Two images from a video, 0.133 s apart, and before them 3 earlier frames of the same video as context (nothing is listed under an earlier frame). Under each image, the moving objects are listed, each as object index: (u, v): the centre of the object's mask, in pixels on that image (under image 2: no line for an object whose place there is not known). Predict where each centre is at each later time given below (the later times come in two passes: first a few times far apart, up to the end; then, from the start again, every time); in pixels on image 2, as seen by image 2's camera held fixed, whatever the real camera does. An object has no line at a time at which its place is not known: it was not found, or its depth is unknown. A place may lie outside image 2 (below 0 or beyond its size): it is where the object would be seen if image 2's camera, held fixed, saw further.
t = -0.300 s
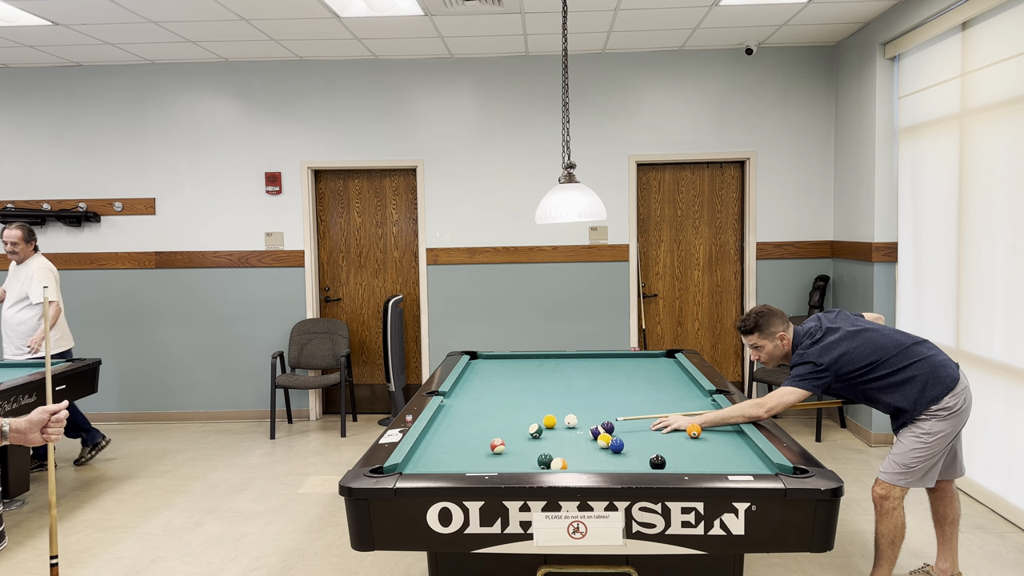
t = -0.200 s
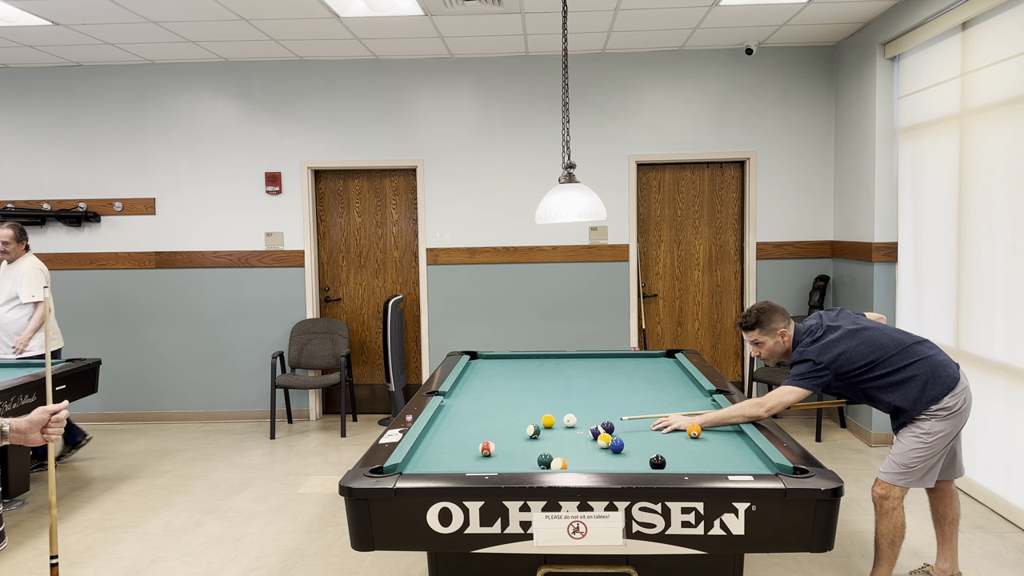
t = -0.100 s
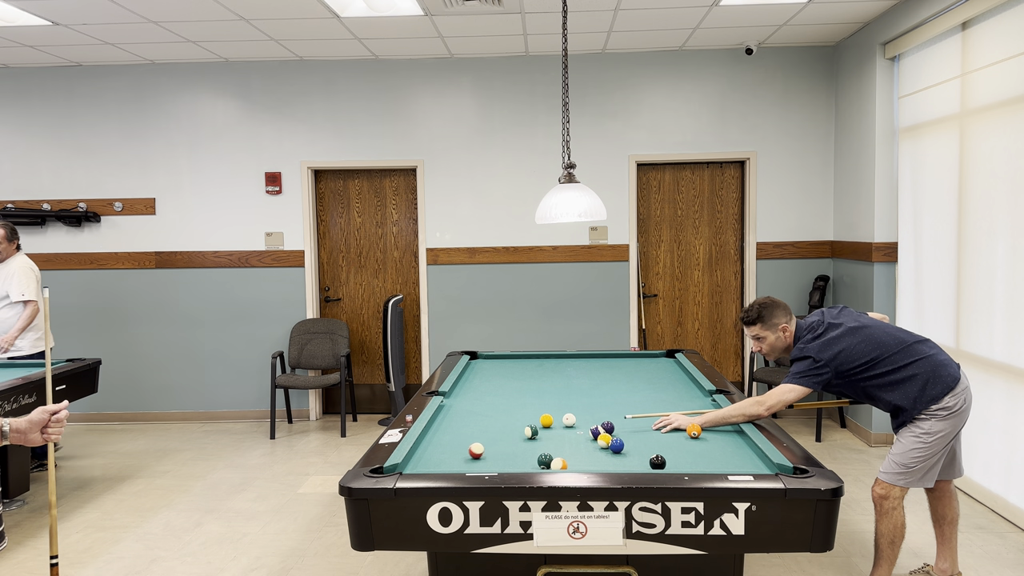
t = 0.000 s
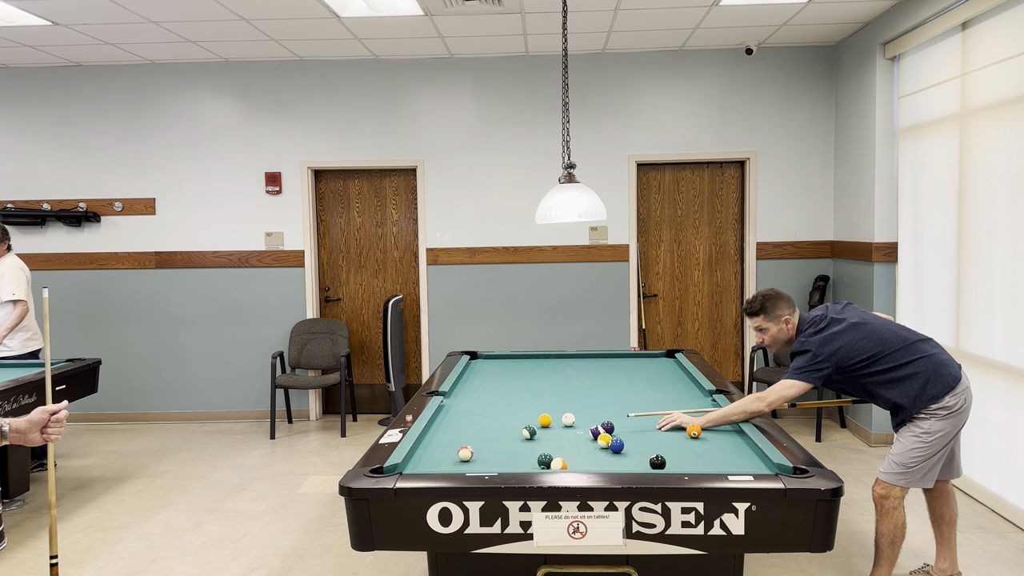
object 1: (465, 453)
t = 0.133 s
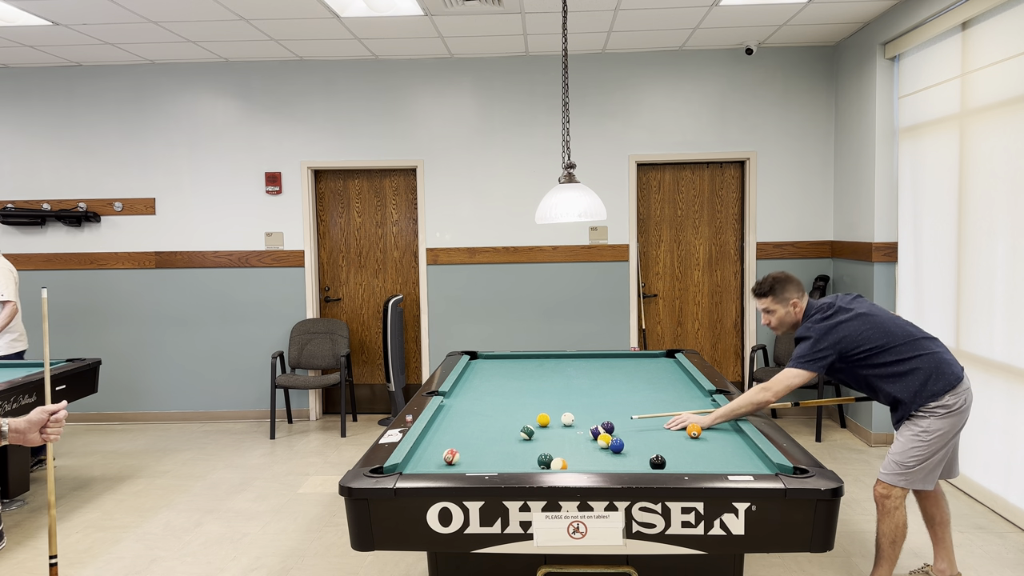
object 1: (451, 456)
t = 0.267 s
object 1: (437, 459)
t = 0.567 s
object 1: (405, 465)
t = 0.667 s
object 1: (394, 467)
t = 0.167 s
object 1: (447, 457)
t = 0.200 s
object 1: (444, 458)
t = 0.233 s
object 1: (440, 458)
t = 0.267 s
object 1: (437, 459)
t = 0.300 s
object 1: (433, 460)
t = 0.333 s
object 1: (429, 461)
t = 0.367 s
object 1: (426, 462)
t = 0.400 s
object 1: (422, 462)
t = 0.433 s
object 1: (419, 463)
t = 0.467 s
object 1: (415, 463)
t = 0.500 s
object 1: (411, 464)
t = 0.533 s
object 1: (408, 465)
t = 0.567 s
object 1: (405, 465)
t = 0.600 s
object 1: (401, 466)
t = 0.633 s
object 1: (398, 467)
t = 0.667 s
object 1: (394, 467)
